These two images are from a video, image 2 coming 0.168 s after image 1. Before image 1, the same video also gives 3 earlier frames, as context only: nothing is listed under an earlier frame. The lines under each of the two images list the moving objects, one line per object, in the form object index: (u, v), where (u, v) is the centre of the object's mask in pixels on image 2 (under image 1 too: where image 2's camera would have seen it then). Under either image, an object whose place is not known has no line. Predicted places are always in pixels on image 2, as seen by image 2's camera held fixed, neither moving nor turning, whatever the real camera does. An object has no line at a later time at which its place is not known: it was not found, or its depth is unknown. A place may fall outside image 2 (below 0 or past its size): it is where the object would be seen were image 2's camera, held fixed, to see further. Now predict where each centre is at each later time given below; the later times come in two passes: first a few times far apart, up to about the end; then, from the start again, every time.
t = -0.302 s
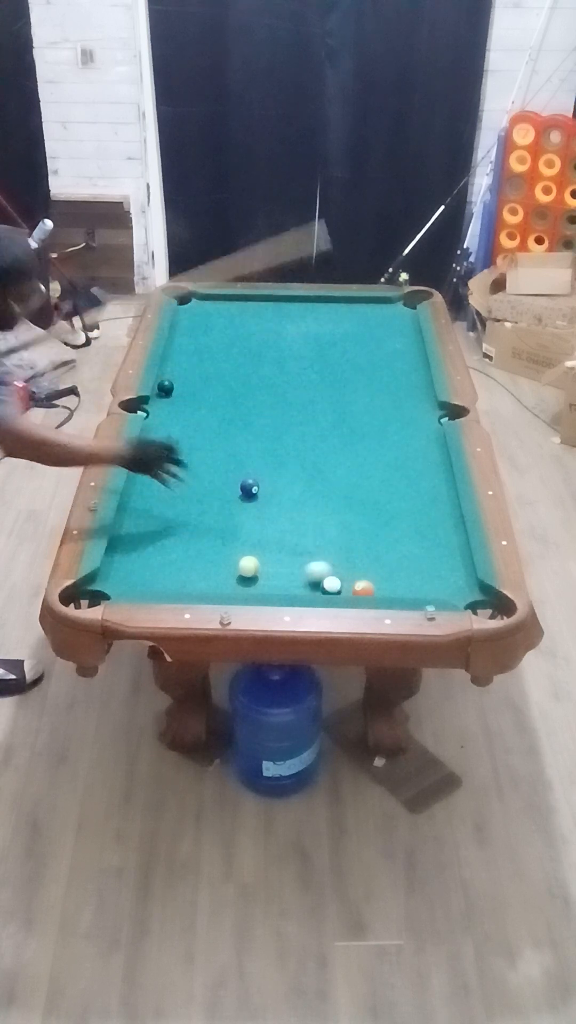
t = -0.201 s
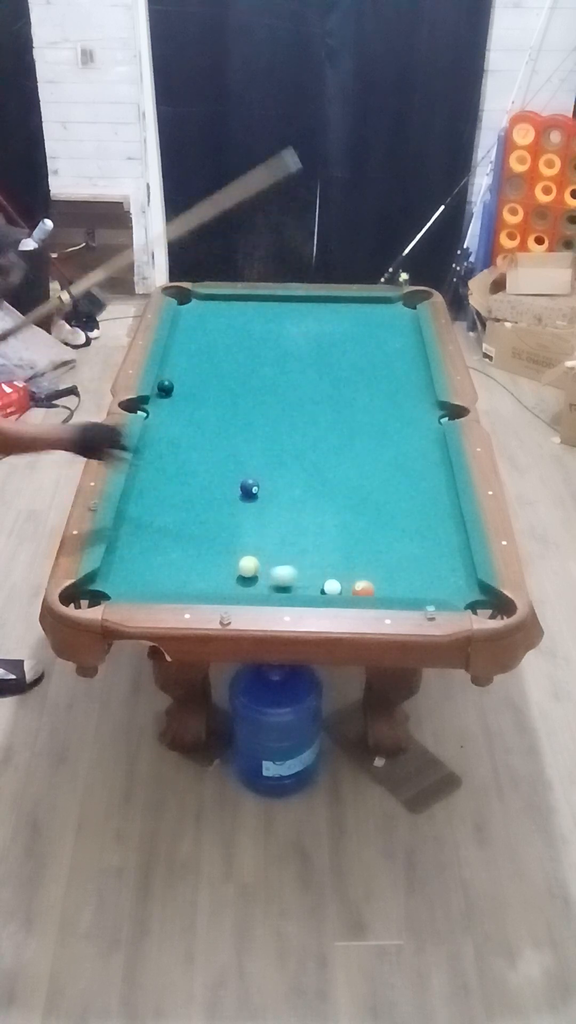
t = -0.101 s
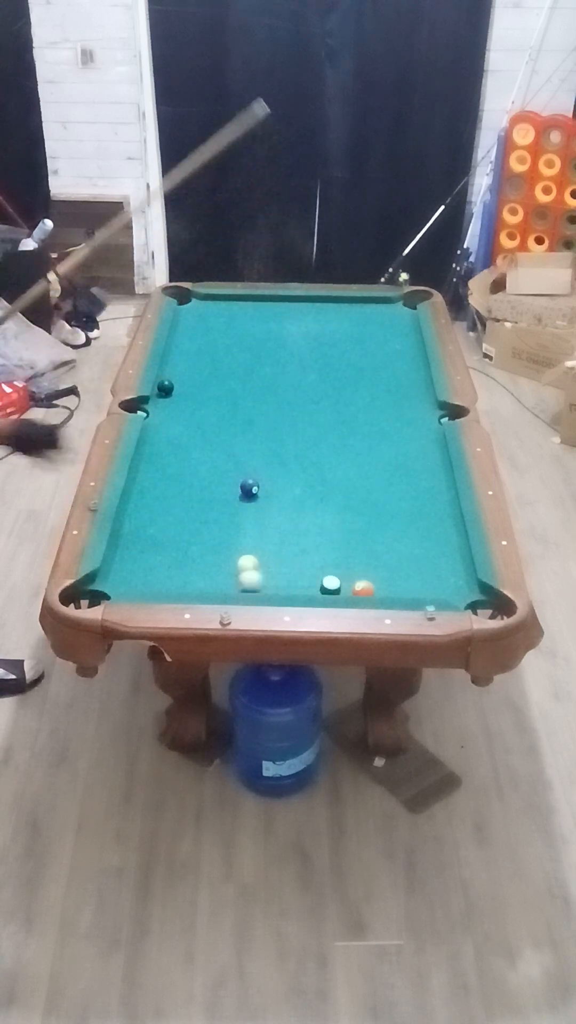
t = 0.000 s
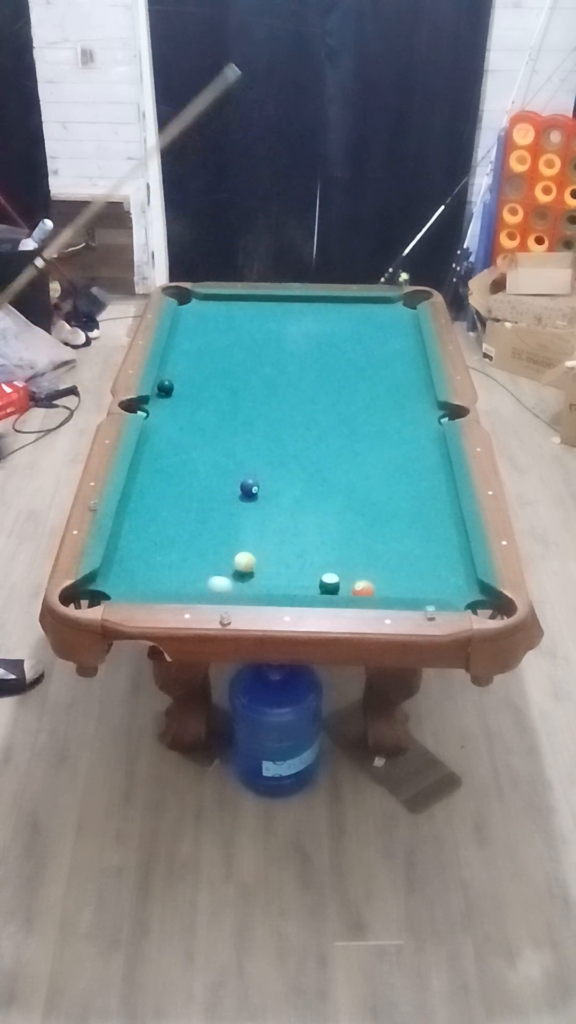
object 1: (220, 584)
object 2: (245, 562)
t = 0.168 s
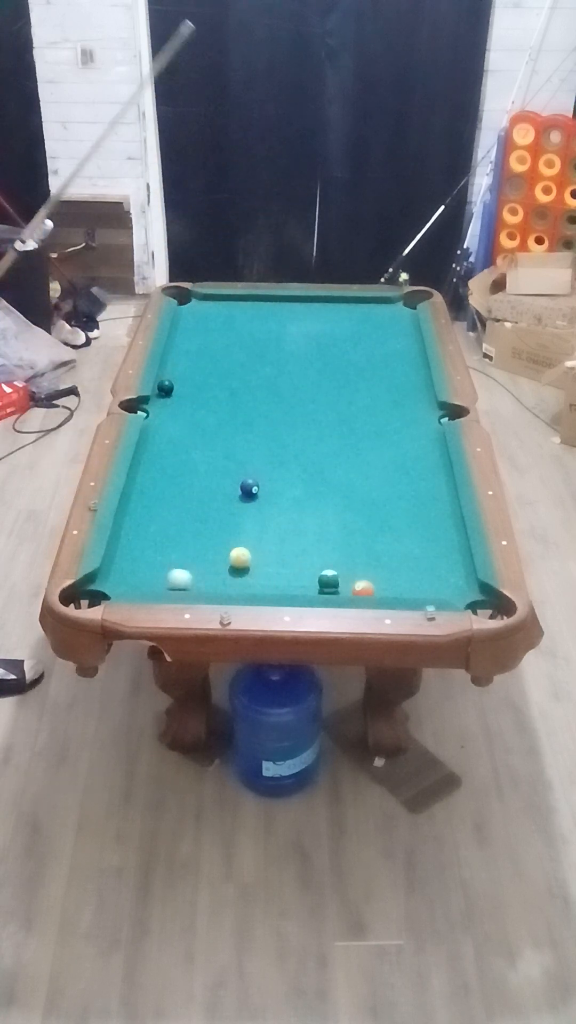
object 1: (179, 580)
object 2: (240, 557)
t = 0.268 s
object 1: (156, 576)
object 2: (238, 555)
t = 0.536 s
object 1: (117, 565)
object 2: (232, 549)
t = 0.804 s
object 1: (147, 551)
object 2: (229, 543)
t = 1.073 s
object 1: (173, 539)
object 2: (226, 540)
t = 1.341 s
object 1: (195, 529)
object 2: (225, 538)
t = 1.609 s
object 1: (215, 520)
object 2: (225, 537)
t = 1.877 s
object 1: (232, 512)
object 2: (225, 537)
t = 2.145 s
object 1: (247, 504)
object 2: (225, 537)
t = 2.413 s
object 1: (261, 498)
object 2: (225, 537)
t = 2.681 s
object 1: (271, 493)
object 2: (225, 537)
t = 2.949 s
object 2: (225, 537)
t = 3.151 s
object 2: (226, 538)
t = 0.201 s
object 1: (171, 578)
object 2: (239, 557)
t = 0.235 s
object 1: (163, 577)
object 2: (238, 556)
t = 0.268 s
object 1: (156, 576)
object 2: (238, 555)
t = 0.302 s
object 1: (149, 575)
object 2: (237, 554)
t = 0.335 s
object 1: (142, 573)
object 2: (236, 553)
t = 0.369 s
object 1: (134, 572)
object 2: (236, 552)
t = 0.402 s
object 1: (127, 571)
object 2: (235, 552)
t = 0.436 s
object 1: (119, 569)
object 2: (234, 551)
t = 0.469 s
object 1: (113, 568)
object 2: (234, 550)
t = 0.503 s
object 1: (113, 567)
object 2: (233, 549)
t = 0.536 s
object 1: (117, 565)
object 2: (232, 549)
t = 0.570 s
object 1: (121, 563)
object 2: (232, 548)
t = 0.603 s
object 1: (125, 561)
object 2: (232, 547)
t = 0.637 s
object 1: (129, 559)
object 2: (231, 546)
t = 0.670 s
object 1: (132, 558)
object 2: (230, 546)
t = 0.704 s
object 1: (136, 556)
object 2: (230, 545)
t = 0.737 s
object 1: (140, 554)
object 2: (230, 545)
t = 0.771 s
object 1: (143, 553)
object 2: (229, 544)
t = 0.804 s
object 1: (147, 551)
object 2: (229, 543)
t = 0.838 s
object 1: (150, 550)
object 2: (228, 543)
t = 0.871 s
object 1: (153, 548)
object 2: (228, 543)
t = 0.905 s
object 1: (157, 547)
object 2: (228, 542)
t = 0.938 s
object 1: (160, 545)
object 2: (228, 542)
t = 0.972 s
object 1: (163, 544)
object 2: (227, 541)
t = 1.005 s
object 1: (166, 542)
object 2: (227, 541)
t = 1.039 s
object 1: (170, 541)
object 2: (227, 540)
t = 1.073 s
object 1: (173, 539)
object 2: (226, 540)
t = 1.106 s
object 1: (175, 538)
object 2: (226, 540)
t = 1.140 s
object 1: (178, 537)
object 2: (226, 540)
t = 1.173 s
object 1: (181, 535)
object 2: (226, 539)
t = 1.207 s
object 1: (184, 534)
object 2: (226, 539)
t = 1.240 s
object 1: (187, 533)
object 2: (226, 539)
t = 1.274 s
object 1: (190, 531)
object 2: (226, 539)
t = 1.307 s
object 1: (192, 530)
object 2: (225, 539)
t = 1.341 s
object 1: (195, 529)
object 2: (225, 538)
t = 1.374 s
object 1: (198, 528)
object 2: (225, 537)
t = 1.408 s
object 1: (201, 526)
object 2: (225, 538)
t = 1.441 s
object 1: (203, 525)
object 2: (225, 538)
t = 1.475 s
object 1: (206, 524)
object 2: (225, 537)
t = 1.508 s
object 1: (208, 523)
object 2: (225, 537)
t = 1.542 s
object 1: (210, 522)
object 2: (225, 537)
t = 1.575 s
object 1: (213, 521)
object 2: (225, 538)
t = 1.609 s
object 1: (215, 520)
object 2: (225, 537)
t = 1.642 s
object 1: (217, 519)
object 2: (225, 537)
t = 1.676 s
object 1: (220, 517)
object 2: (225, 538)
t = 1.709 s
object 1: (222, 516)
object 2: (225, 537)
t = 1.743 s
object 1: (224, 515)
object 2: (225, 538)
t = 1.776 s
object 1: (226, 514)
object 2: (225, 538)
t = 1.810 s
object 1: (228, 513)
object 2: (225, 538)
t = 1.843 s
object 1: (230, 512)
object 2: (225, 538)
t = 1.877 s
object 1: (232, 512)
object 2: (225, 537)
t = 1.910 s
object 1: (235, 511)
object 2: (225, 537)
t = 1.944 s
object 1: (236, 510)
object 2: (225, 537)
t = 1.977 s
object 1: (238, 509)
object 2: (225, 537)
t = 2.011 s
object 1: (240, 508)
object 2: (225, 537)
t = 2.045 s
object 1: (242, 507)
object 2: (225, 537)
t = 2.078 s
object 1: (244, 506)
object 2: (225, 537)
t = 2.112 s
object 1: (246, 505)
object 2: (225, 537)
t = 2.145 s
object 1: (247, 504)
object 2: (225, 537)
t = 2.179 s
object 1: (249, 503)
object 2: (225, 537)
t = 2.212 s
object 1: (251, 503)
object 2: (225, 537)
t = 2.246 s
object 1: (252, 502)
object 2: (225, 537)
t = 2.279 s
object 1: (254, 501)
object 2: (225, 537)
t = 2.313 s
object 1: (256, 500)
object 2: (225, 537)
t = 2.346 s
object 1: (257, 500)
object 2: (225, 537)
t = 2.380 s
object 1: (259, 499)
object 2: (225, 537)
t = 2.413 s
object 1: (261, 498)
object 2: (225, 537)
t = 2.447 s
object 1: (262, 497)
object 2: (225, 537)
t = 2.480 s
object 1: (263, 497)
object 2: (225, 537)
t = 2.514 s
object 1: (265, 496)
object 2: (225, 537)
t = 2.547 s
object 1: (266, 495)
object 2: (225, 537)
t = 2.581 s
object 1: (267, 495)
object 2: (225, 537)
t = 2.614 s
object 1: (268, 494)
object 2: (225, 537)
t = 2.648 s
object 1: (270, 494)
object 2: (225, 537)
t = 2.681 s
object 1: (271, 493)
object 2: (225, 537)
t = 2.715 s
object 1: (272, 492)
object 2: (225, 537)
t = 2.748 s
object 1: (273, 492)
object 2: (225, 537)
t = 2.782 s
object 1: (275, 491)
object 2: (225, 537)
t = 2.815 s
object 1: (276, 491)
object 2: (225, 537)
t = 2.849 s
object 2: (225, 537)
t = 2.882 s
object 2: (225, 537)
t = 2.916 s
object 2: (225, 537)
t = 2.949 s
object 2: (225, 537)
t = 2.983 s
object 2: (225, 537)
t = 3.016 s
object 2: (225, 537)
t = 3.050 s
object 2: (225, 537)
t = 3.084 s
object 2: (225, 537)
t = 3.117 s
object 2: (225, 537)
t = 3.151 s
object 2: (226, 538)
